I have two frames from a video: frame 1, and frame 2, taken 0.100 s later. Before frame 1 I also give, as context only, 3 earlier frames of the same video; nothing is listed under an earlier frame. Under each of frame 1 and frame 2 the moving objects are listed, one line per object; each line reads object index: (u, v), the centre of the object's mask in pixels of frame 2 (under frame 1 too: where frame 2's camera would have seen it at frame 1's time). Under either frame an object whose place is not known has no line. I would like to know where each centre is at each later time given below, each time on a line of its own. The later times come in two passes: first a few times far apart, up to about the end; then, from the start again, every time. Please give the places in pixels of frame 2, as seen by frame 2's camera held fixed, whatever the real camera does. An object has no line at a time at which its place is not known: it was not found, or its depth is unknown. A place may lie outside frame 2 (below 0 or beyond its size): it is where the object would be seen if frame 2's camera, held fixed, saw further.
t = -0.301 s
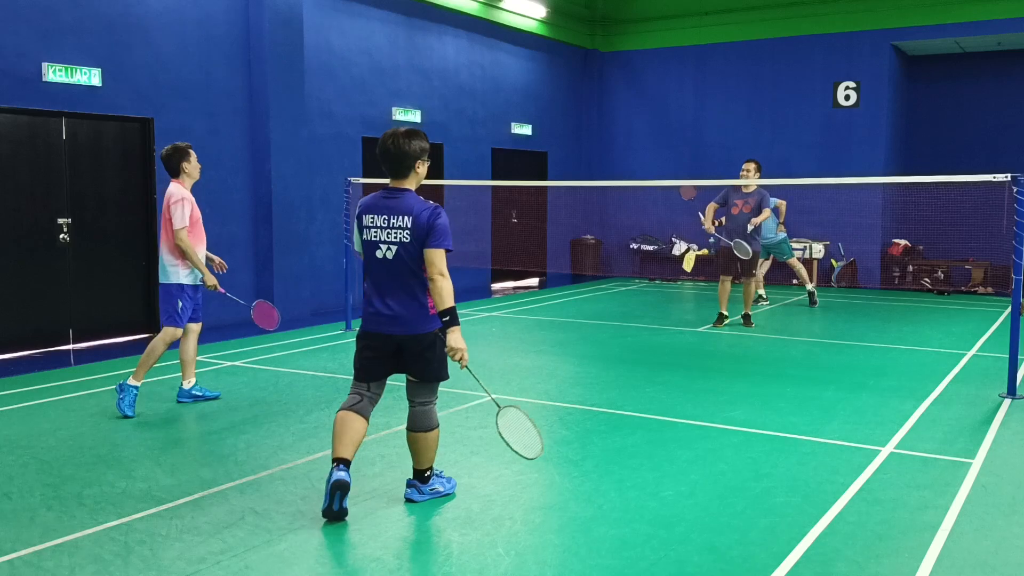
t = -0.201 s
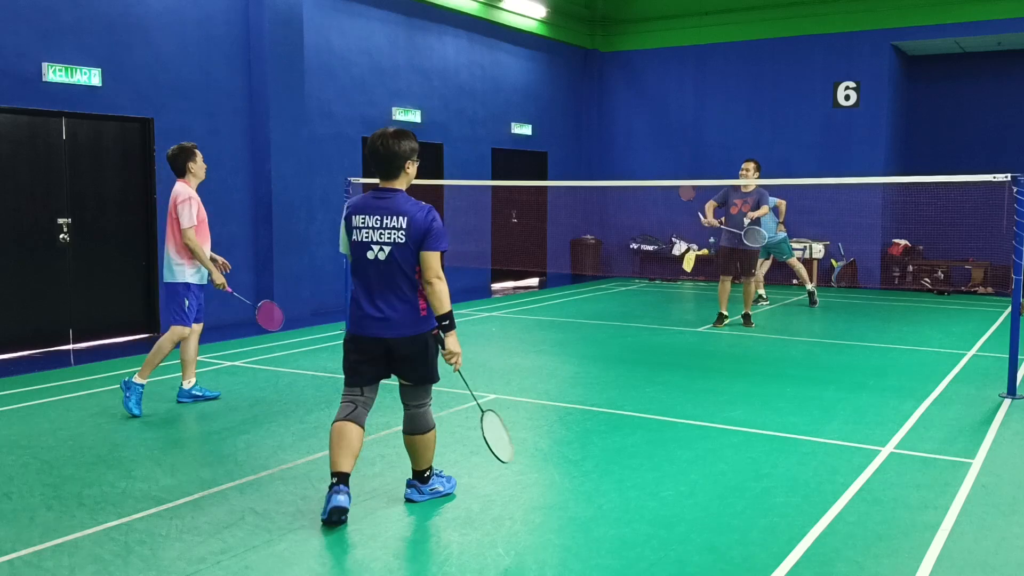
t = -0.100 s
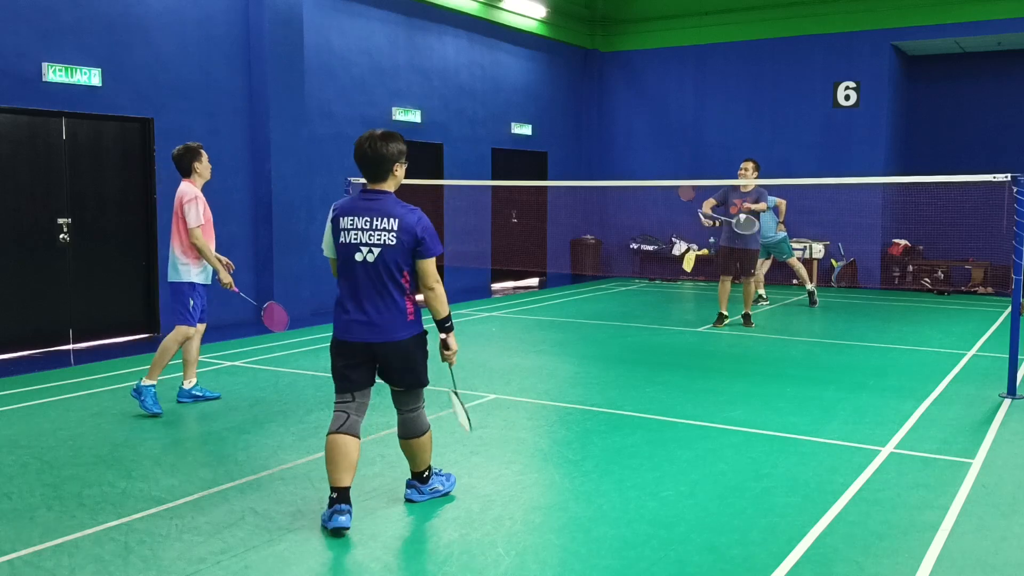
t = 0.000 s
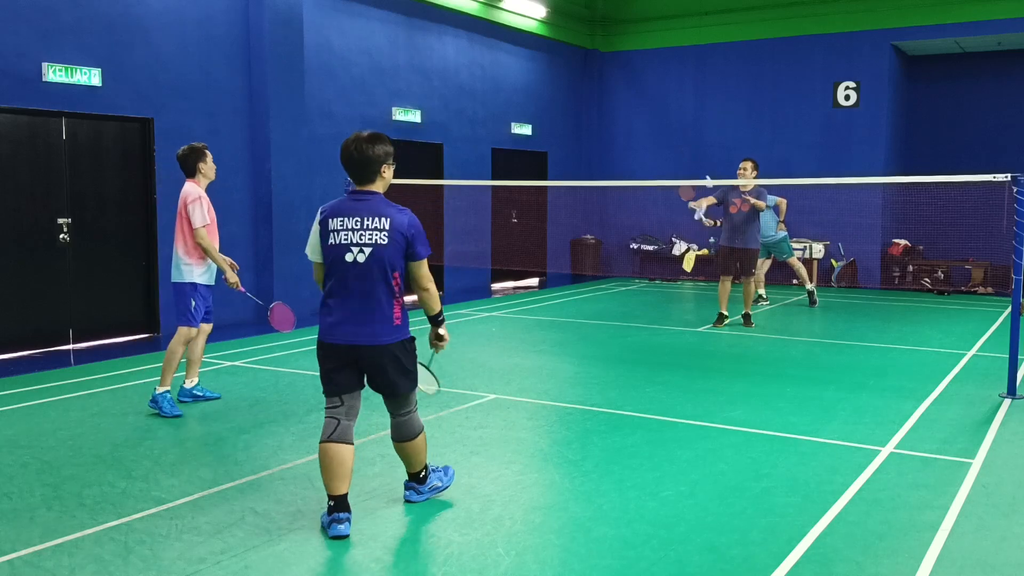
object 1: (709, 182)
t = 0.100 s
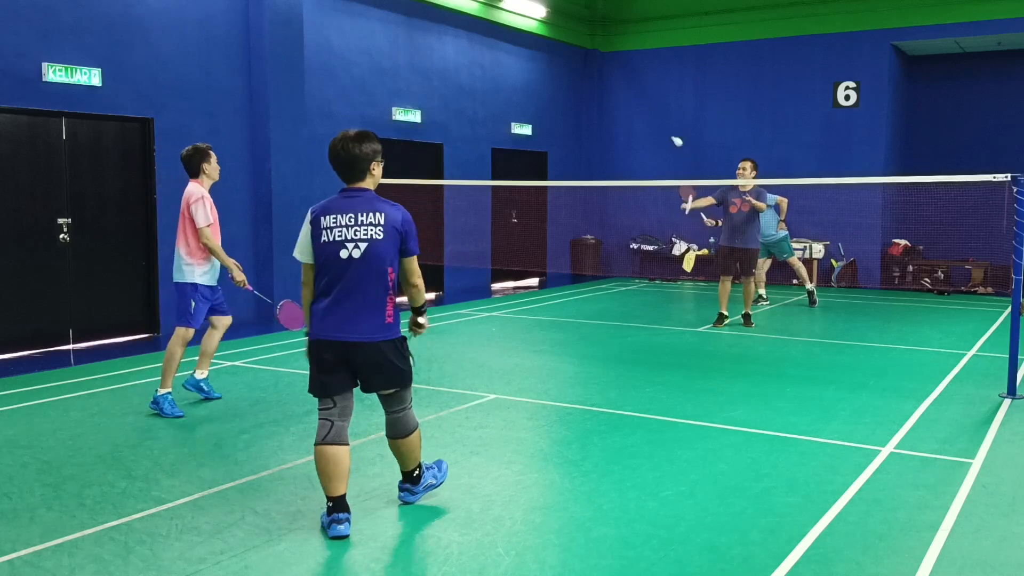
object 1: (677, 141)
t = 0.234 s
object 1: (631, 105)
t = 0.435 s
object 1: (562, 93)
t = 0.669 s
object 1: (480, 143)
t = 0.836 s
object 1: (421, 226)
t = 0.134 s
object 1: (665, 130)
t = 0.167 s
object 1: (654, 121)
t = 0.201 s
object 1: (642, 112)
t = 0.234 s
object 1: (631, 105)
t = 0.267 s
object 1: (619, 100)
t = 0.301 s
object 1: (608, 96)
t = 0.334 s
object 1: (597, 93)
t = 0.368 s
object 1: (585, 92)
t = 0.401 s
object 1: (574, 91)
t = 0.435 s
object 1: (562, 93)
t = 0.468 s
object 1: (551, 95)
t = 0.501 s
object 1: (539, 99)
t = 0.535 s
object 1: (527, 105)
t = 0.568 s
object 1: (515, 112)
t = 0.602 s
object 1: (503, 121)
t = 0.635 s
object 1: (492, 131)
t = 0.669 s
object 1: (480, 143)
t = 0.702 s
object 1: (467, 156)
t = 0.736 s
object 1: (456, 171)
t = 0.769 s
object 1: (444, 188)
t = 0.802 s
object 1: (432, 206)
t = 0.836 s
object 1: (421, 226)
